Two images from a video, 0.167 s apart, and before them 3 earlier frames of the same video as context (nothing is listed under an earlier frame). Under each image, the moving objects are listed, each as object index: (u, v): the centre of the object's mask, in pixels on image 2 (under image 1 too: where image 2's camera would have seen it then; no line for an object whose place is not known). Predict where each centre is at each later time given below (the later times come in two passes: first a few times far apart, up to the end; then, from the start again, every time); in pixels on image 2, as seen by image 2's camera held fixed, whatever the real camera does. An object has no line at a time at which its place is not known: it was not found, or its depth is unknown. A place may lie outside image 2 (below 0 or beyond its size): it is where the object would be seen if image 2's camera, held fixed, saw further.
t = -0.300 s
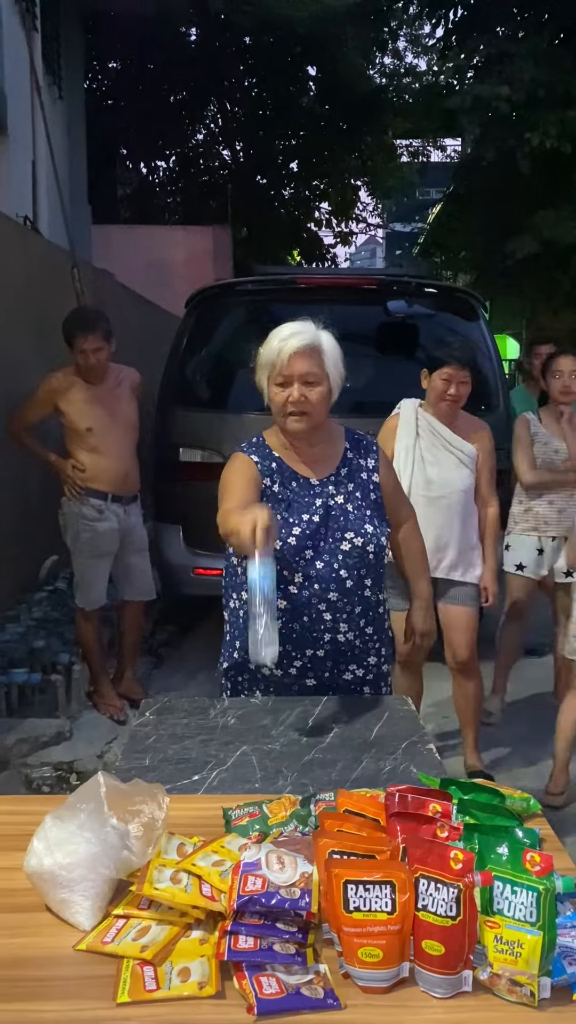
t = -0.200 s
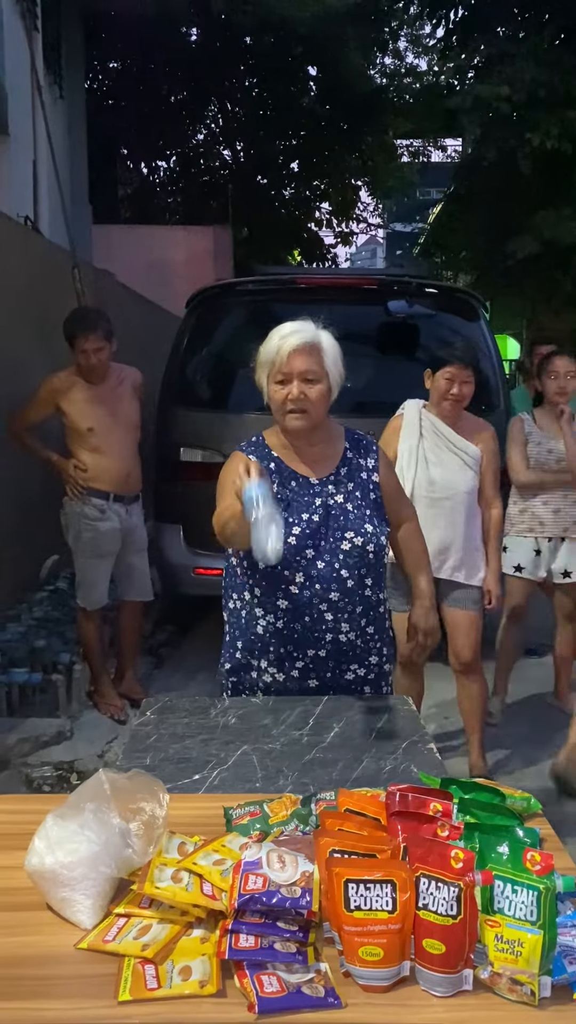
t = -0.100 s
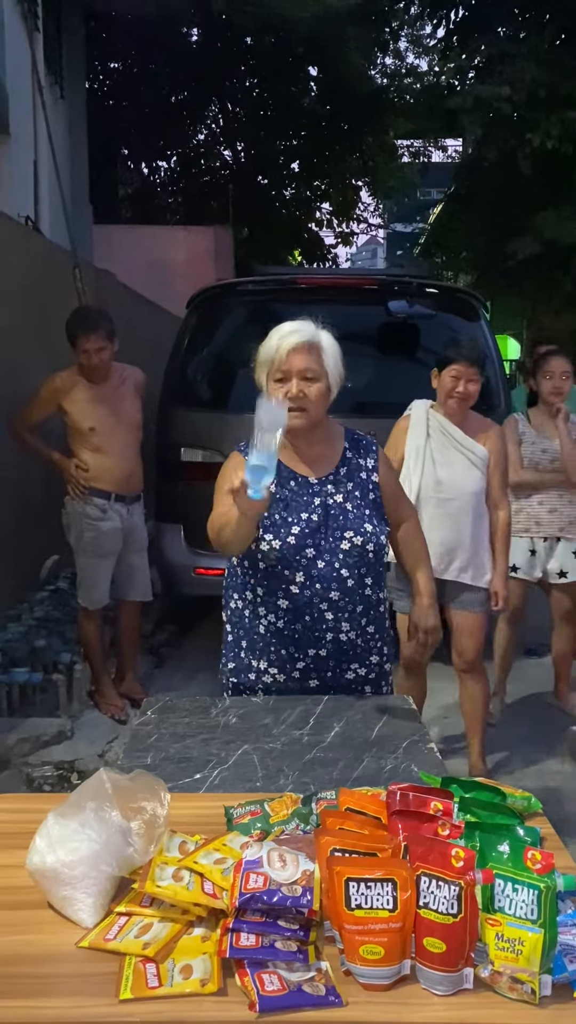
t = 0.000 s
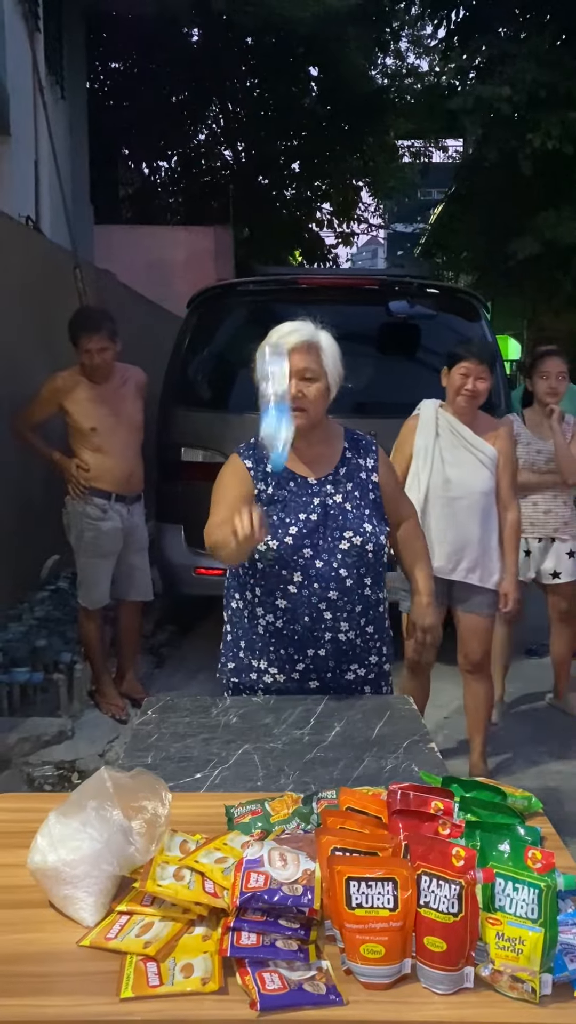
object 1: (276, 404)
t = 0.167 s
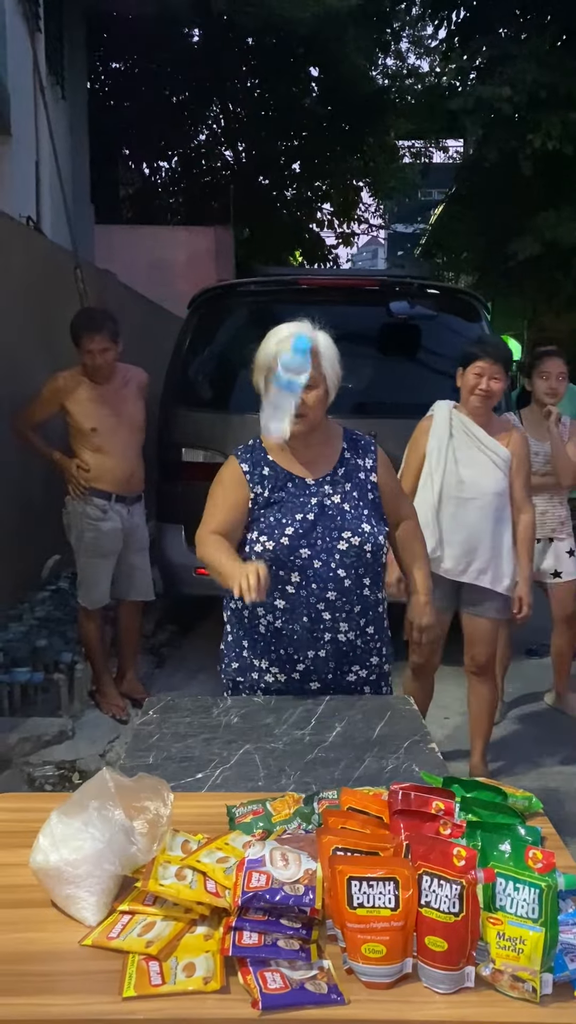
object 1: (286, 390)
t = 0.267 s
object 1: (290, 473)
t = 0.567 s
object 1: (296, 734)
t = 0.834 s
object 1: (307, 733)
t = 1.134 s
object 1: (319, 733)
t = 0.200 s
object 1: (287, 410)
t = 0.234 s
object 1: (289, 439)
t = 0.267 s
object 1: (290, 473)
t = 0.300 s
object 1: (290, 517)
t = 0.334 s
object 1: (291, 563)
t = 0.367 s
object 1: (292, 617)
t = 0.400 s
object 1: (293, 674)
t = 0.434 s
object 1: (294, 703)
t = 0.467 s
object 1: (293, 706)
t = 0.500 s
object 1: (293, 715)
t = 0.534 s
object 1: (295, 726)
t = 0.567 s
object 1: (296, 734)
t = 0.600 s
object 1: (298, 733)
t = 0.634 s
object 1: (300, 734)
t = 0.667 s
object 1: (302, 733)
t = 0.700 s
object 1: (303, 733)
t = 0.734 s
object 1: (303, 733)
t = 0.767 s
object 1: (303, 733)
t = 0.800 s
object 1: (305, 733)
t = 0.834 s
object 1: (307, 733)
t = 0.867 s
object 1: (310, 733)
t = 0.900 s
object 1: (311, 733)
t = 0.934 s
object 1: (312, 733)
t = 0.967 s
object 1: (313, 733)
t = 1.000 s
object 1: (314, 733)
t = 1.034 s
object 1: (315, 733)
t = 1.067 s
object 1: (317, 733)
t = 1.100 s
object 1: (318, 733)
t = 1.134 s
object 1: (319, 733)
